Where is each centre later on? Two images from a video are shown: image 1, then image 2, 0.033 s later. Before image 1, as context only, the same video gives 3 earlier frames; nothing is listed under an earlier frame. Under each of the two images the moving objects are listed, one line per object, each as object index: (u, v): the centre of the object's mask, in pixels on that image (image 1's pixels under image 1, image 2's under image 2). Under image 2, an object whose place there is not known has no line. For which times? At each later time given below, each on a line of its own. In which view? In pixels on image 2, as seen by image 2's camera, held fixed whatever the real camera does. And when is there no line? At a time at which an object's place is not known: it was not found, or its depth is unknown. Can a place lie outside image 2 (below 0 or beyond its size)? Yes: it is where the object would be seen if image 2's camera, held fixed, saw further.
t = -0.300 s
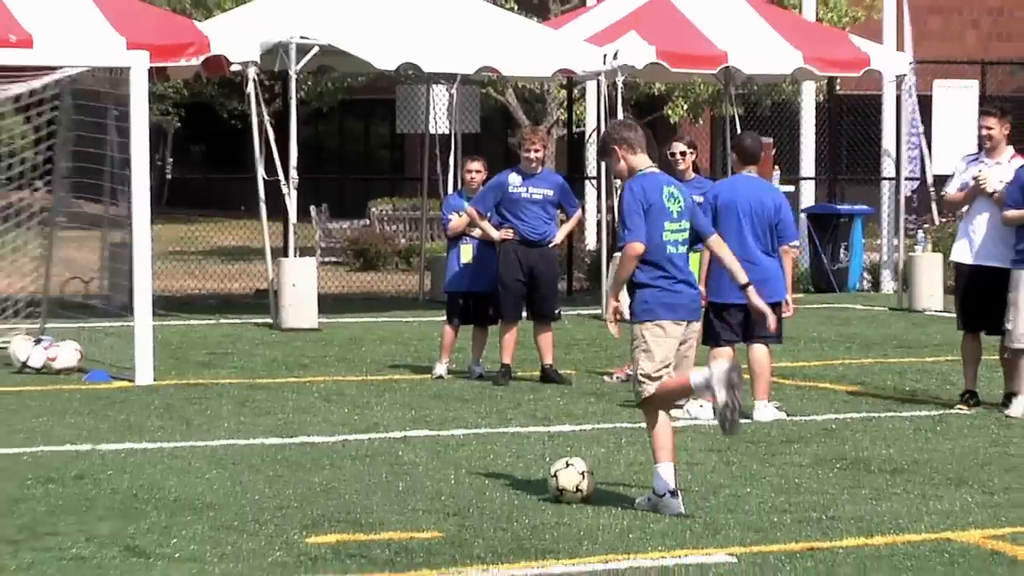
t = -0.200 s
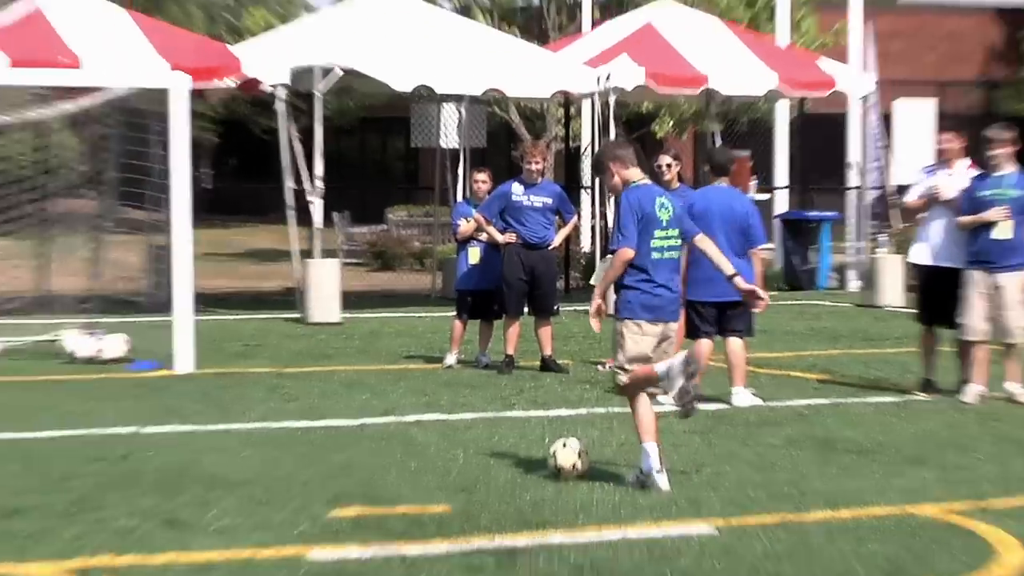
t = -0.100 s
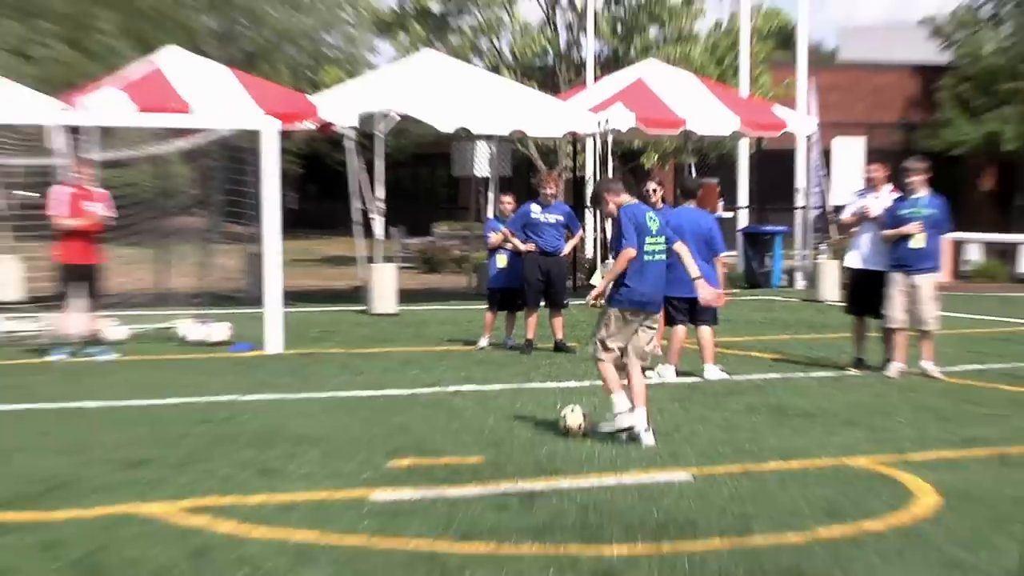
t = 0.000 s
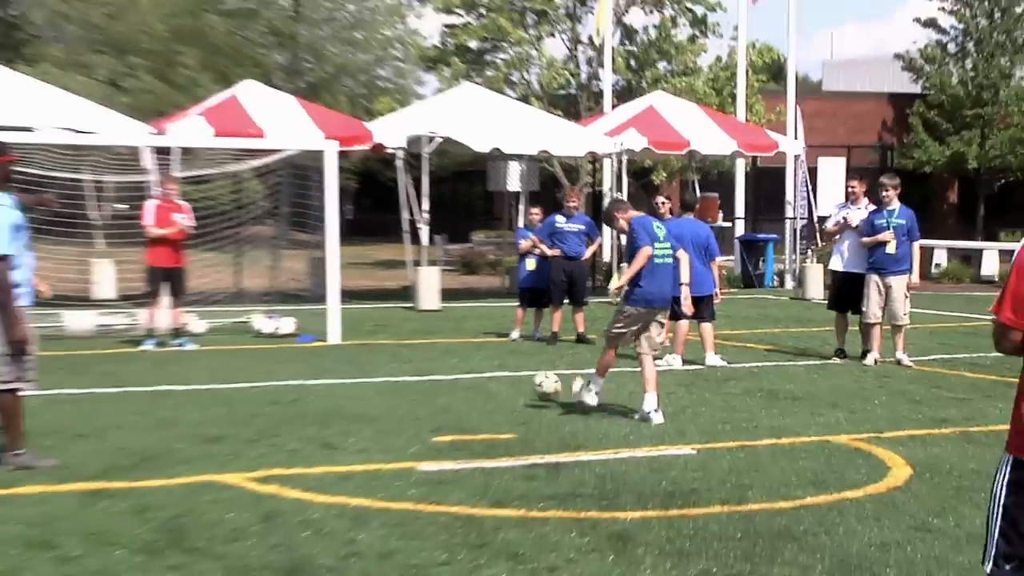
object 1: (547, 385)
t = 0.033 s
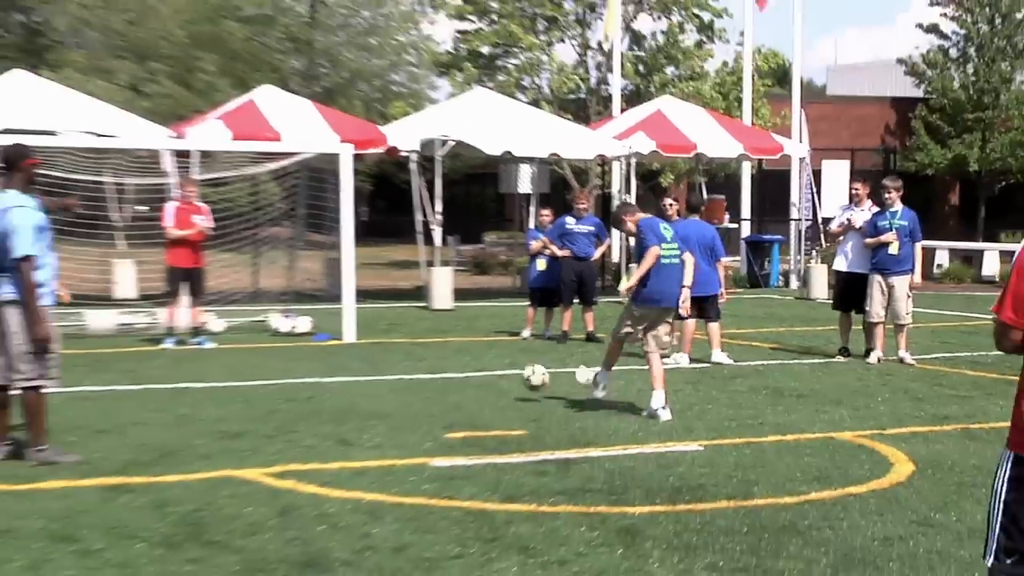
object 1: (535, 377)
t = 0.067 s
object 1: (516, 373)
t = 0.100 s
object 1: (498, 370)
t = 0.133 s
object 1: (480, 369)
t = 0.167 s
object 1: (464, 368)
